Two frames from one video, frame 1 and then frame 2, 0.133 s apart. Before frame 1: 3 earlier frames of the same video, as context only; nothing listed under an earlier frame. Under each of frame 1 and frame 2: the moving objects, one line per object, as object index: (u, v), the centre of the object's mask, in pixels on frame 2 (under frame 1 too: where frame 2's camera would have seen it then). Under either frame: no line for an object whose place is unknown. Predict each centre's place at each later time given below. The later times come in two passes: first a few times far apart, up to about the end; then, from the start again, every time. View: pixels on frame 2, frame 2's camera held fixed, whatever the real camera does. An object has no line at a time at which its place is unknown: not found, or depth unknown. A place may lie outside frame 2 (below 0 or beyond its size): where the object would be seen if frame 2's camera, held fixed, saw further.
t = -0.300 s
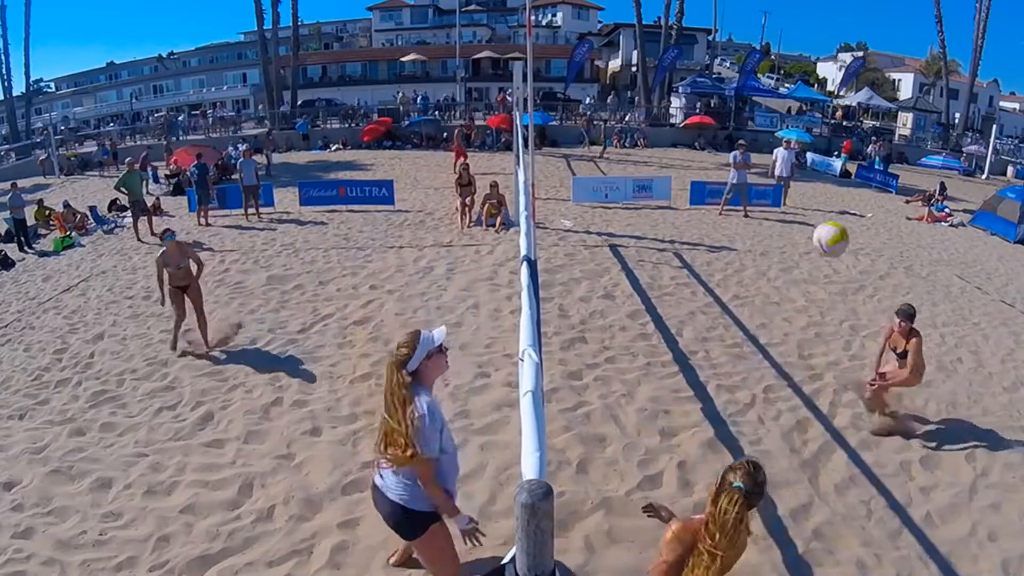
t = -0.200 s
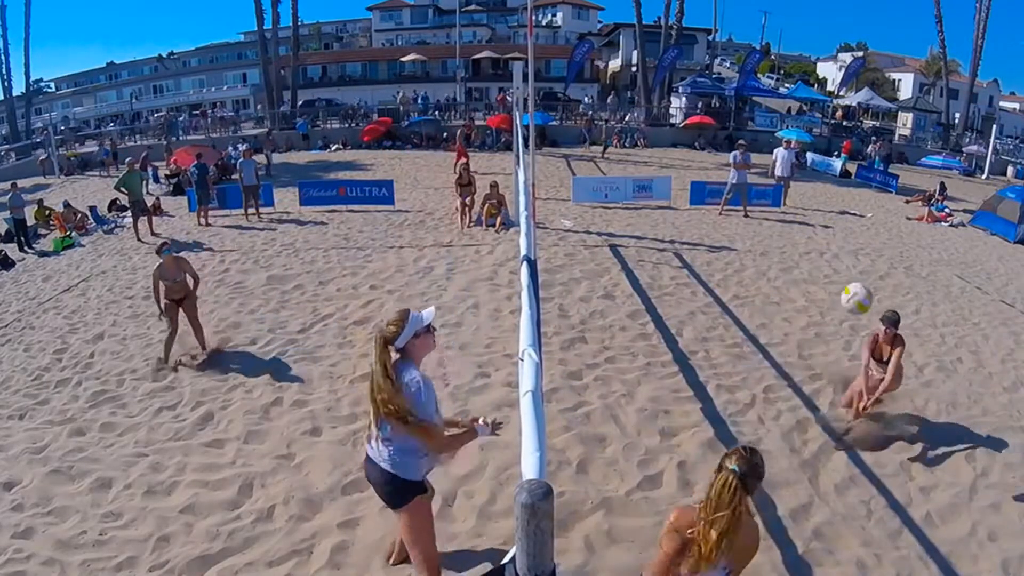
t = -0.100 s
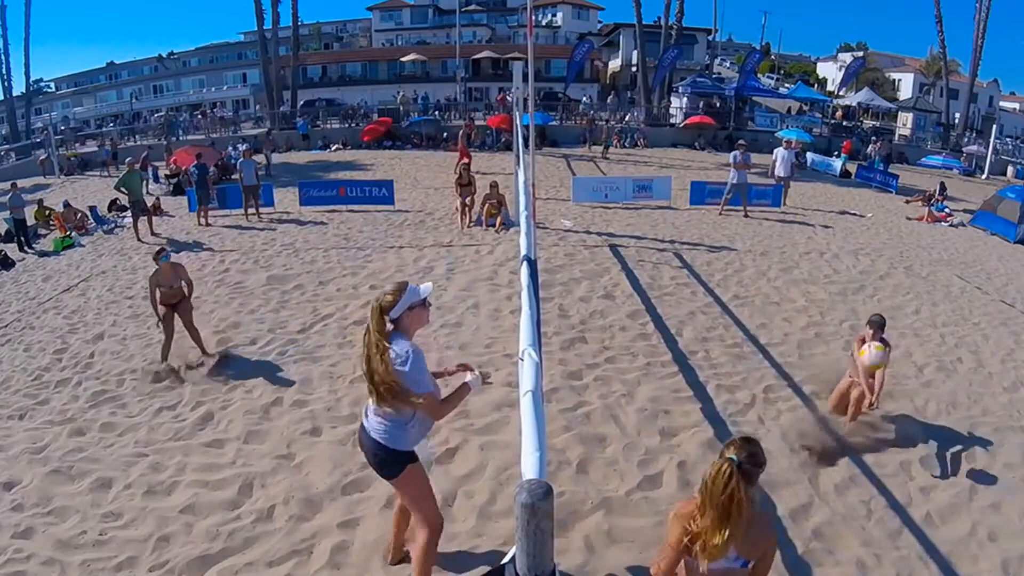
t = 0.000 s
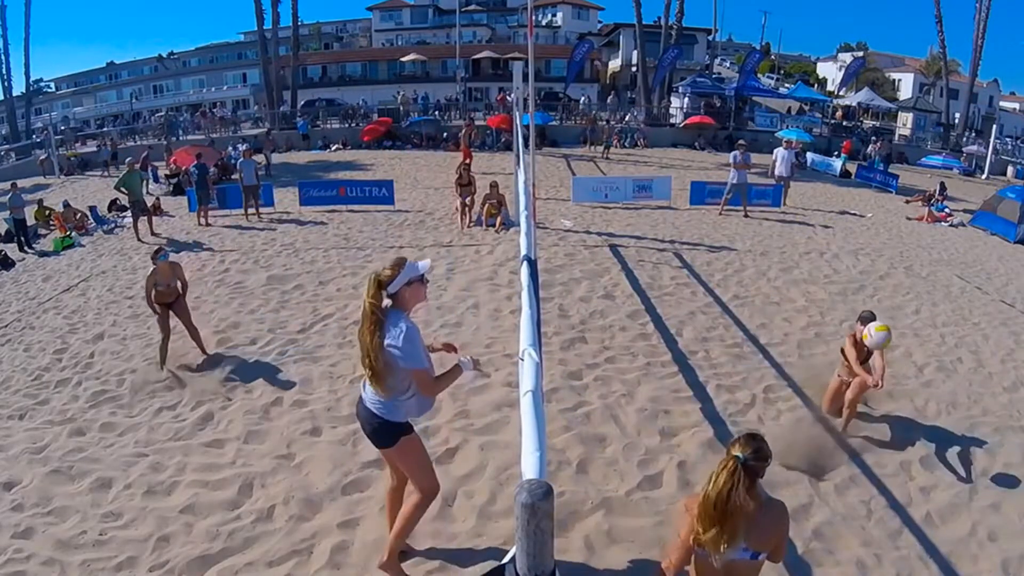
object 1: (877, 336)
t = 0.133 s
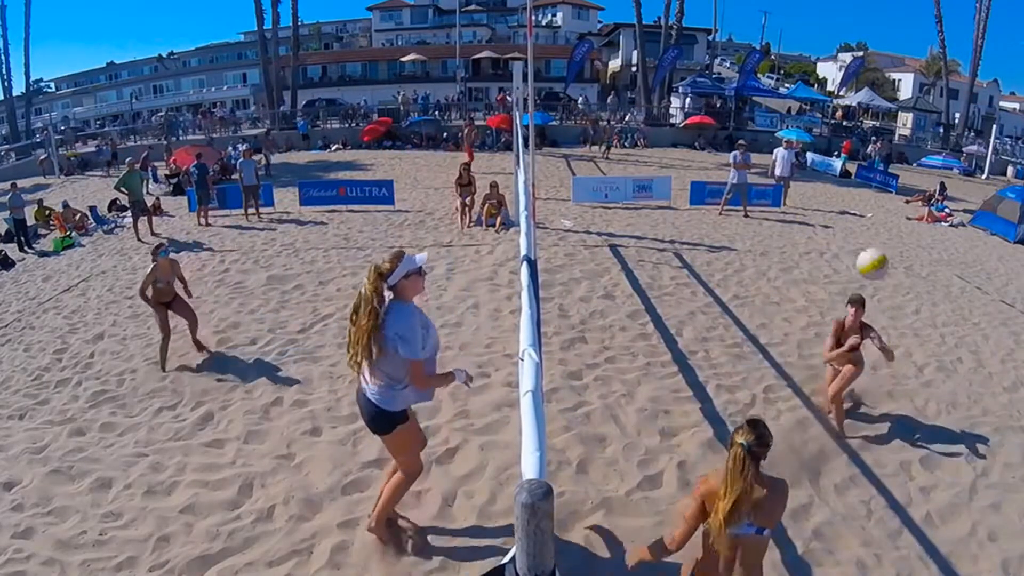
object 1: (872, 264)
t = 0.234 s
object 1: (863, 218)
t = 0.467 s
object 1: (828, 154)
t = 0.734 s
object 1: (765, 193)
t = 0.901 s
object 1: (716, 293)
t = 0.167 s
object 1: (870, 248)
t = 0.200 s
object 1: (867, 232)
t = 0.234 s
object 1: (863, 218)
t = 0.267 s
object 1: (859, 205)
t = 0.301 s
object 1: (855, 192)
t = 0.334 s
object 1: (851, 182)
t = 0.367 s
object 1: (846, 172)
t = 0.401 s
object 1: (840, 164)
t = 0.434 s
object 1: (834, 158)
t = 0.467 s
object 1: (828, 154)
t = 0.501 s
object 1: (821, 151)
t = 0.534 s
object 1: (814, 150)
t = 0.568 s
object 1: (807, 152)
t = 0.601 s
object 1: (800, 155)
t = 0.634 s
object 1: (791, 161)
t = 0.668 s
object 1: (783, 169)
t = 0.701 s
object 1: (774, 180)
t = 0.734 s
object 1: (765, 193)
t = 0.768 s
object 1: (757, 208)
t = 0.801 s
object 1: (747, 226)
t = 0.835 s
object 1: (737, 247)
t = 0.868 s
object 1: (726, 269)
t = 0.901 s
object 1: (716, 293)
